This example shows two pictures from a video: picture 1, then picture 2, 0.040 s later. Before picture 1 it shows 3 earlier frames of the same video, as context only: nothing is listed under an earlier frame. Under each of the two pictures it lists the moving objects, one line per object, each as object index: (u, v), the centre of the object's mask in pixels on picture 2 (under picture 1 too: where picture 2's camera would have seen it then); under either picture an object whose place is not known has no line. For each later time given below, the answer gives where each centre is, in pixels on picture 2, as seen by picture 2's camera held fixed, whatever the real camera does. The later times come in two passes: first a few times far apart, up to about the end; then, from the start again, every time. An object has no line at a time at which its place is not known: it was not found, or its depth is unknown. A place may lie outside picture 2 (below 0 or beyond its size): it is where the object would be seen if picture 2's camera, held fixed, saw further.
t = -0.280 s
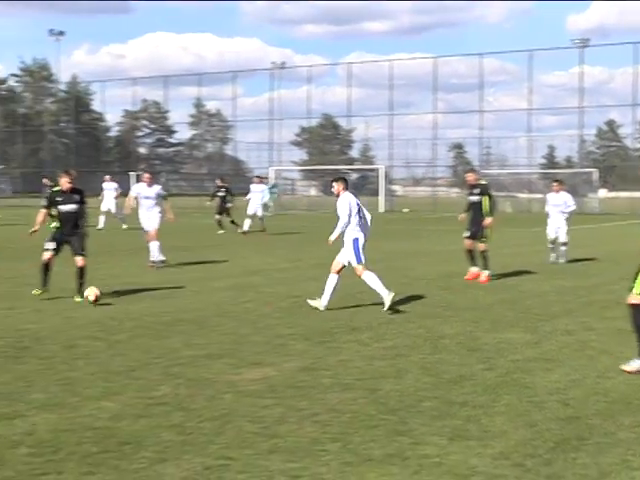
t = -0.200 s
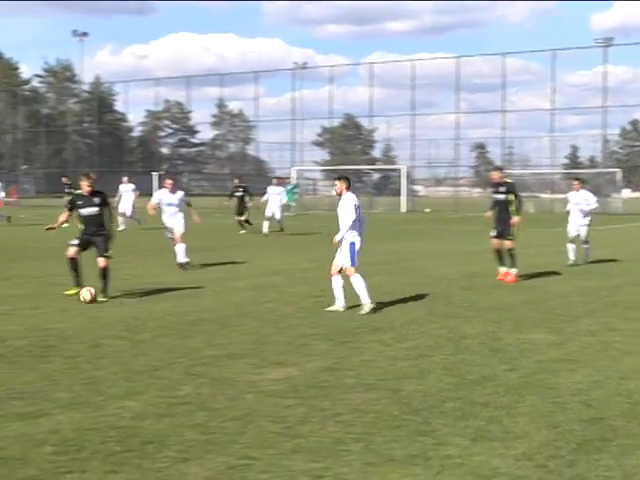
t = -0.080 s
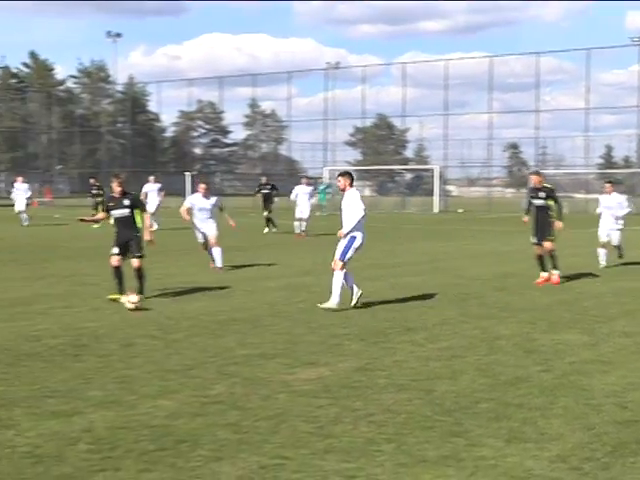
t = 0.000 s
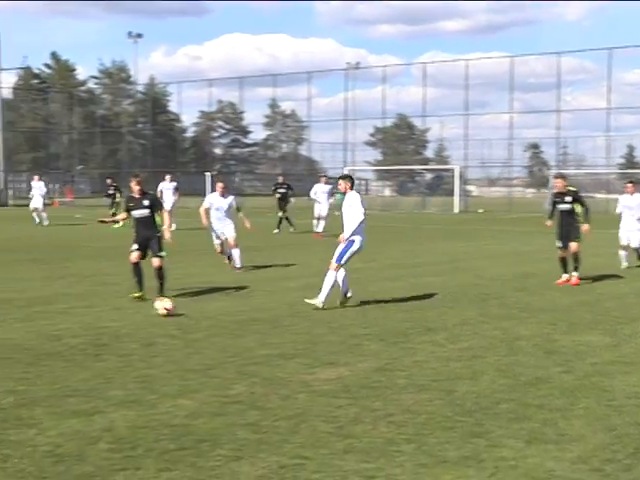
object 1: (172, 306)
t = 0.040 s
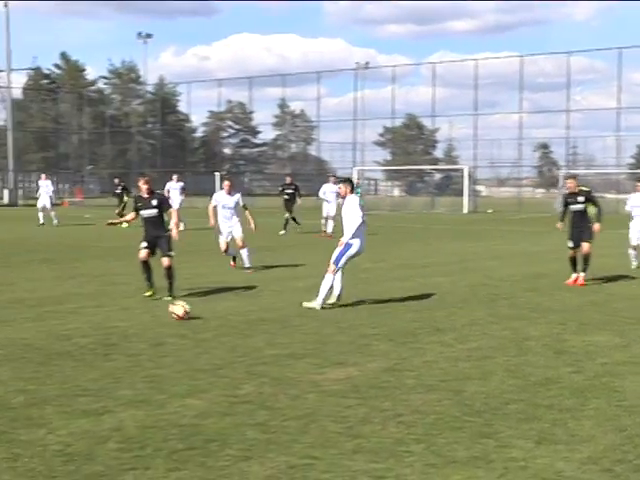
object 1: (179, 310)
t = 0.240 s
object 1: (215, 324)
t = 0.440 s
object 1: (247, 340)
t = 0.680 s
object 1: (289, 357)
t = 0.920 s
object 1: (343, 378)
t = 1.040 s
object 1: (375, 392)
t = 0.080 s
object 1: (188, 313)
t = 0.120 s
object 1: (195, 316)
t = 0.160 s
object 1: (202, 319)
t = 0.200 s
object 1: (209, 322)
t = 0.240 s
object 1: (215, 324)
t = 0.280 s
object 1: (221, 329)
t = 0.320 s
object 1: (228, 331)
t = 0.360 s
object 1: (235, 334)
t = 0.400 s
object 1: (240, 337)
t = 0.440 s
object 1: (247, 340)
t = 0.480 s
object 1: (254, 343)
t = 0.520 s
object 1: (261, 346)
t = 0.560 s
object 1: (268, 349)
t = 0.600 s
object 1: (275, 350)
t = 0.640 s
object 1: (282, 353)
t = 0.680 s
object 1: (289, 357)
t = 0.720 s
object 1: (297, 359)
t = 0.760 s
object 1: (306, 363)
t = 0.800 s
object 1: (314, 367)
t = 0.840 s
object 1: (324, 371)
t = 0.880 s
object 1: (333, 375)
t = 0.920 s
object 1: (343, 378)
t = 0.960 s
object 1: (353, 384)
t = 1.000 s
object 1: (363, 388)
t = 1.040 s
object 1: (375, 392)
